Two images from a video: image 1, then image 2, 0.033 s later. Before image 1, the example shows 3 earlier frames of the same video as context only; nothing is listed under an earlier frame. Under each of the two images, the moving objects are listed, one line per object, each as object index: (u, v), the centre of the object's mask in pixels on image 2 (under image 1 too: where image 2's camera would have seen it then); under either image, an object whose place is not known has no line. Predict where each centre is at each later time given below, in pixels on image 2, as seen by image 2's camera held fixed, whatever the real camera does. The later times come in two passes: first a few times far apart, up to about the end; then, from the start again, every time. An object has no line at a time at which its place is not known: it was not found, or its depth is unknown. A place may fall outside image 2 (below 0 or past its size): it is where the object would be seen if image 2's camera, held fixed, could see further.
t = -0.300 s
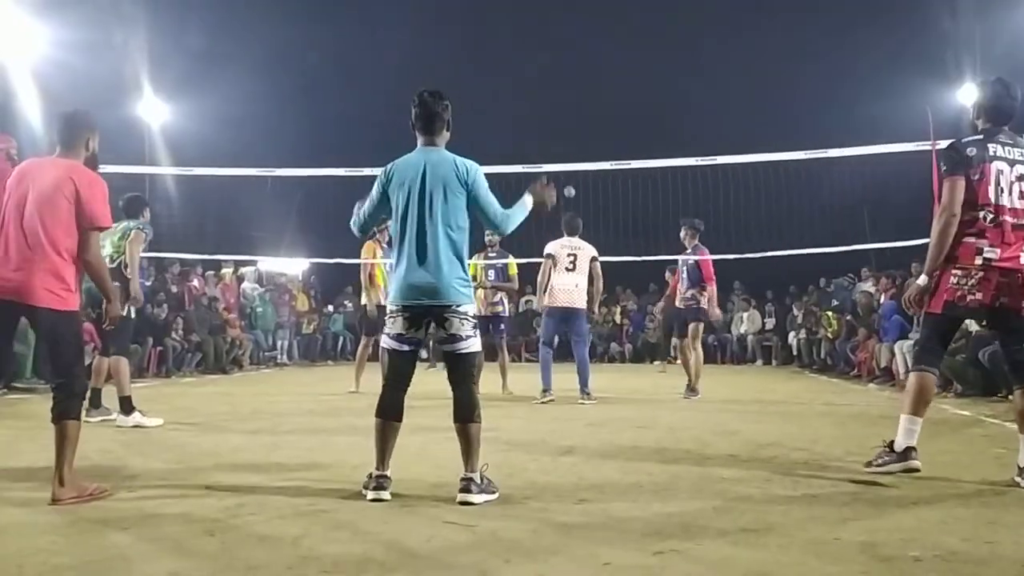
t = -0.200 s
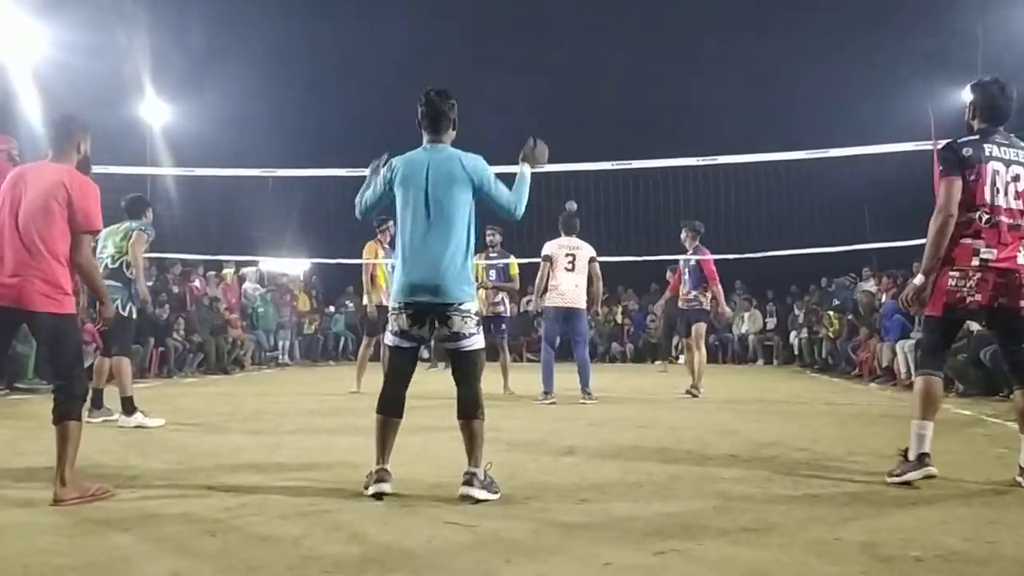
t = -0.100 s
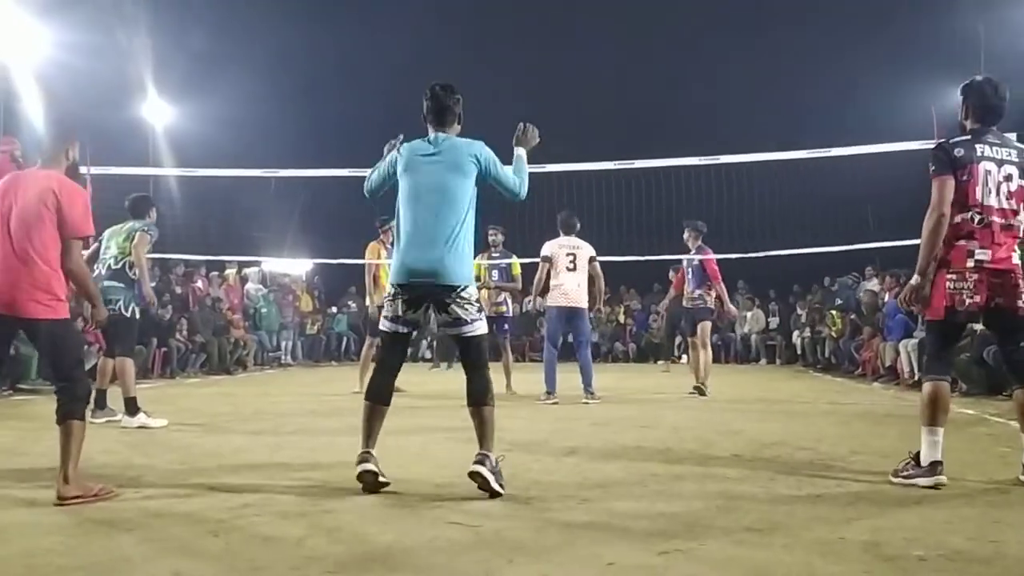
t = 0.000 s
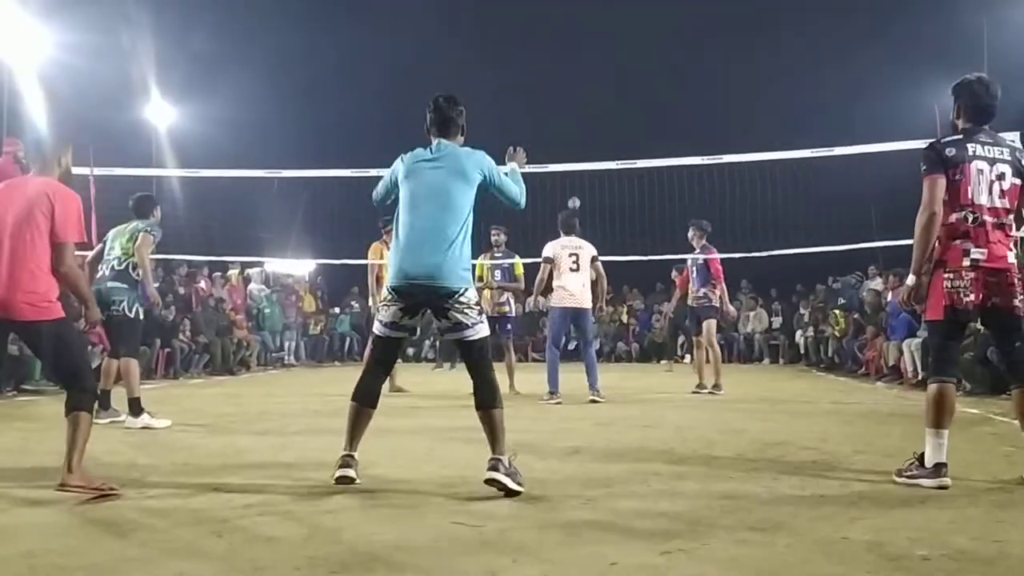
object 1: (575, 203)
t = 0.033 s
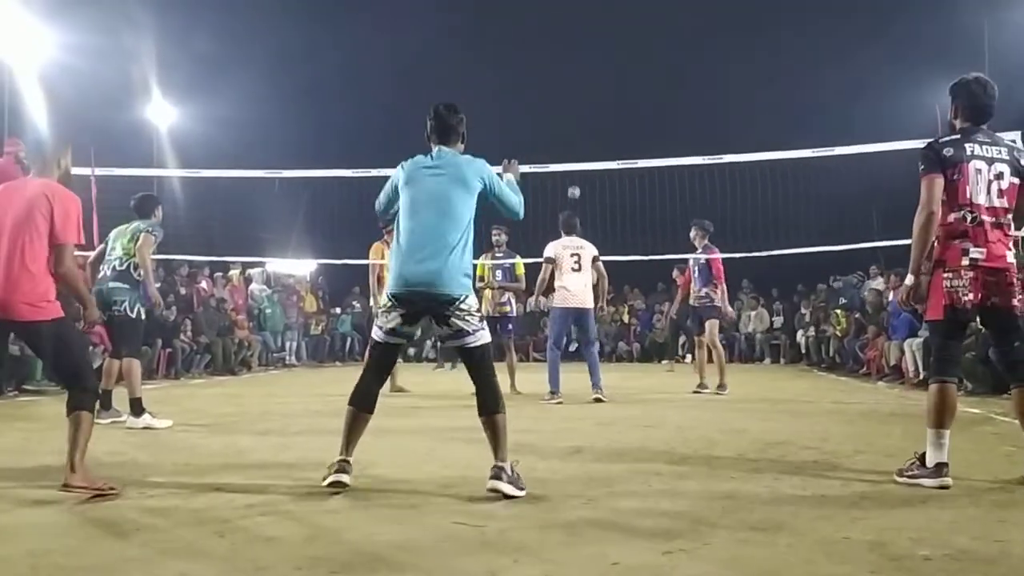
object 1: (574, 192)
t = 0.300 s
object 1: (561, 118)
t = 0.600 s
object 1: (542, 83)
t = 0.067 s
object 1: (572, 181)
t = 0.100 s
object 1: (571, 173)
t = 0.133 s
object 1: (569, 159)
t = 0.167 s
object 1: (568, 153)
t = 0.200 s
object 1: (566, 143)
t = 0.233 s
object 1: (564, 134)
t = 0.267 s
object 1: (563, 126)
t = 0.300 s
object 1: (561, 118)
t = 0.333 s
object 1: (559, 111)
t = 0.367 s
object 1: (558, 104)
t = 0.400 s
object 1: (556, 98)
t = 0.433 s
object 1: (554, 93)
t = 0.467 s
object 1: (551, 89)
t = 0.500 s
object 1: (549, 86)
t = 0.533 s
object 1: (547, 84)
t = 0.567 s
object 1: (544, 83)
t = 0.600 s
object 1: (542, 83)
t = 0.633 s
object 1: (539, 85)
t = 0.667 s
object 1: (536, 89)
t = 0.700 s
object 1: (533, 95)
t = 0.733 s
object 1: (530, 103)
